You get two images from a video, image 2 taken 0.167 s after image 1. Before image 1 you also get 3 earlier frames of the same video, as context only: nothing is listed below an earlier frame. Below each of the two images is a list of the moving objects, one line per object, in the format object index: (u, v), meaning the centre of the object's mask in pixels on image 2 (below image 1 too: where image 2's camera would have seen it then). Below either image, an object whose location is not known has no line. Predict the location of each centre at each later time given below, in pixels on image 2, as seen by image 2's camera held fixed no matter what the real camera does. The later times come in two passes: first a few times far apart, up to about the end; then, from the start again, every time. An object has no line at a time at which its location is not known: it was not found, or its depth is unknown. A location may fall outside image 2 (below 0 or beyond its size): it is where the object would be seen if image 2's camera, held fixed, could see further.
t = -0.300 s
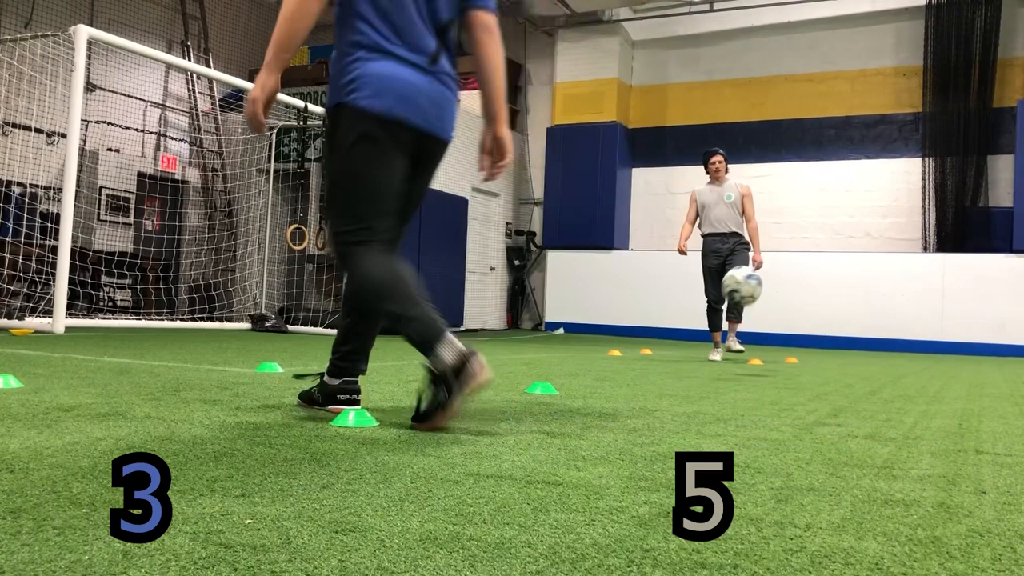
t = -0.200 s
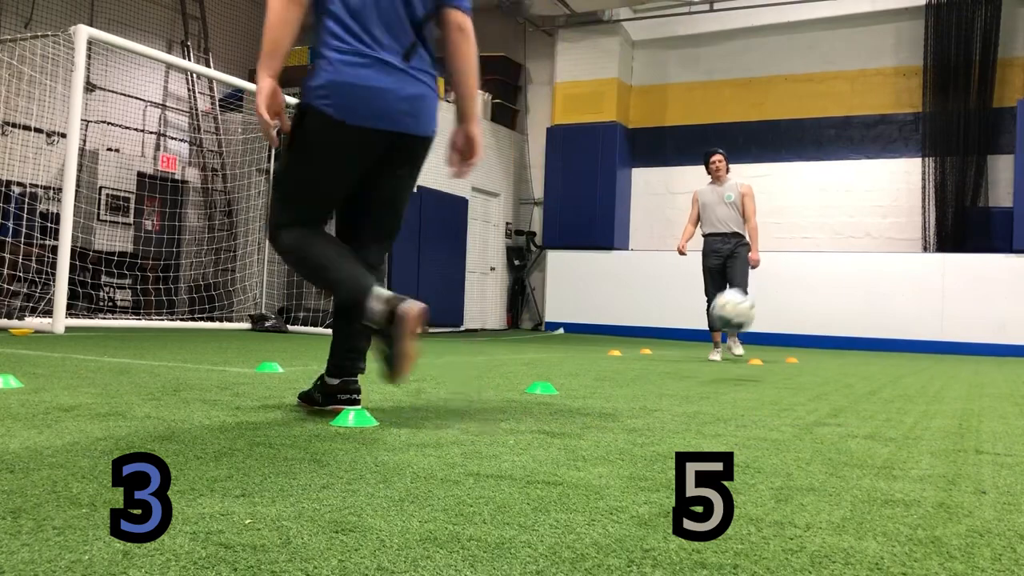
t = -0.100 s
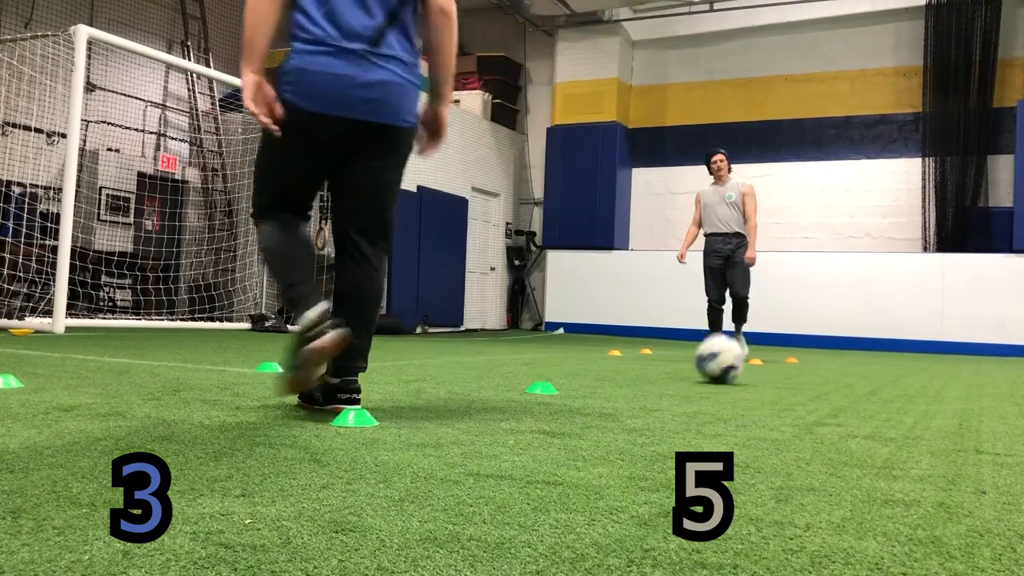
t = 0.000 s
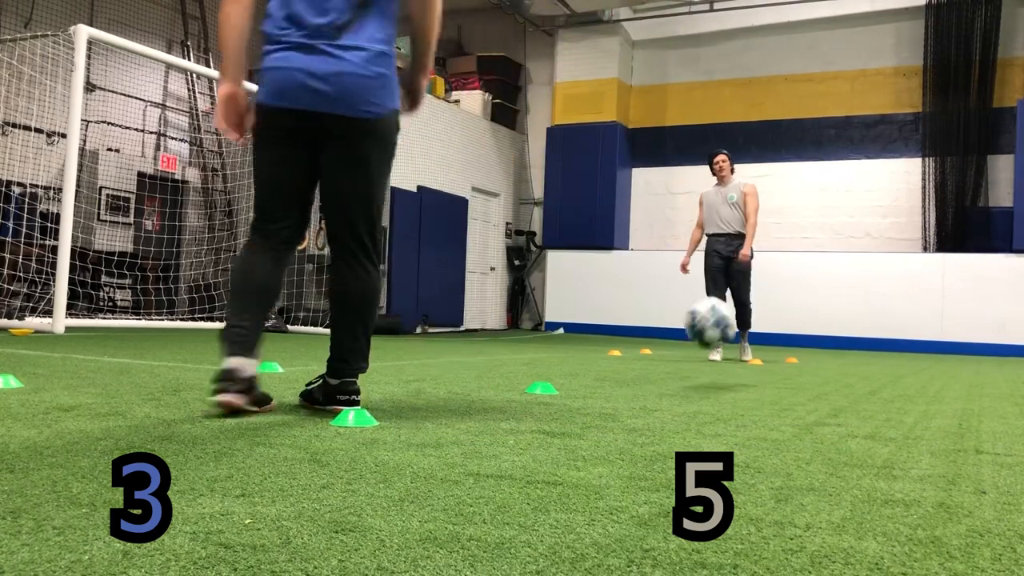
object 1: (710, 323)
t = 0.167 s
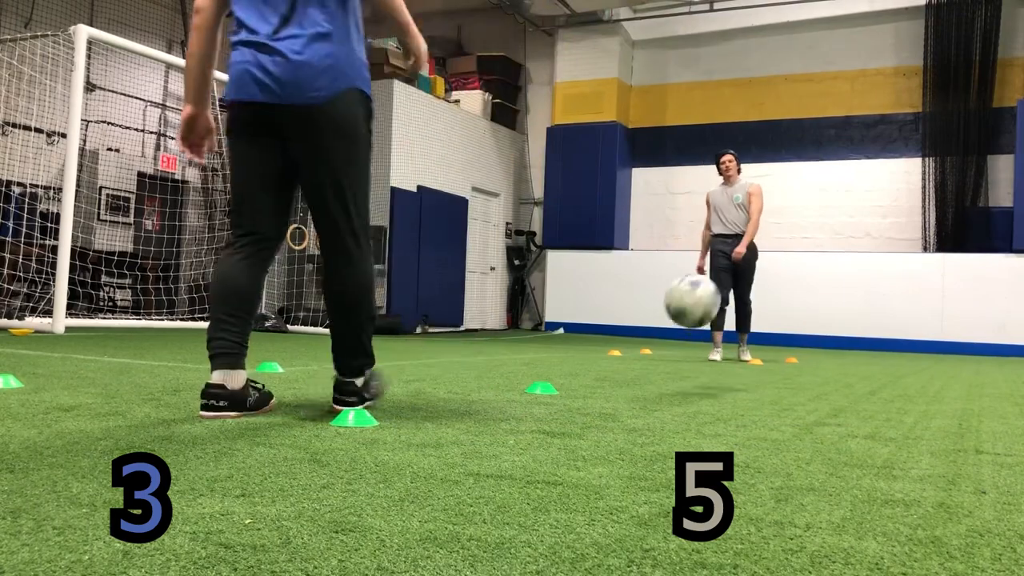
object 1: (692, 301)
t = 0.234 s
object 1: (683, 310)
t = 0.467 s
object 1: (647, 336)
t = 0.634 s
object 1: (618, 328)
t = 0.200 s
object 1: (688, 304)
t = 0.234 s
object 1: (683, 310)
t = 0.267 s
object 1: (678, 319)
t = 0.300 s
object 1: (673, 331)
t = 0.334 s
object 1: (668, 346)
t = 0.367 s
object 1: (661, 364)
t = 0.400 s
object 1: (656, 359)
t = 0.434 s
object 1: (652, 347)
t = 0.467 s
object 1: (647, 336)
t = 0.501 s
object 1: (641, 329)
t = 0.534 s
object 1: (636, 325)
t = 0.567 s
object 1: (630, 323)
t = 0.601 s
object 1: (624, 324)
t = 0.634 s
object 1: (618, 328)
